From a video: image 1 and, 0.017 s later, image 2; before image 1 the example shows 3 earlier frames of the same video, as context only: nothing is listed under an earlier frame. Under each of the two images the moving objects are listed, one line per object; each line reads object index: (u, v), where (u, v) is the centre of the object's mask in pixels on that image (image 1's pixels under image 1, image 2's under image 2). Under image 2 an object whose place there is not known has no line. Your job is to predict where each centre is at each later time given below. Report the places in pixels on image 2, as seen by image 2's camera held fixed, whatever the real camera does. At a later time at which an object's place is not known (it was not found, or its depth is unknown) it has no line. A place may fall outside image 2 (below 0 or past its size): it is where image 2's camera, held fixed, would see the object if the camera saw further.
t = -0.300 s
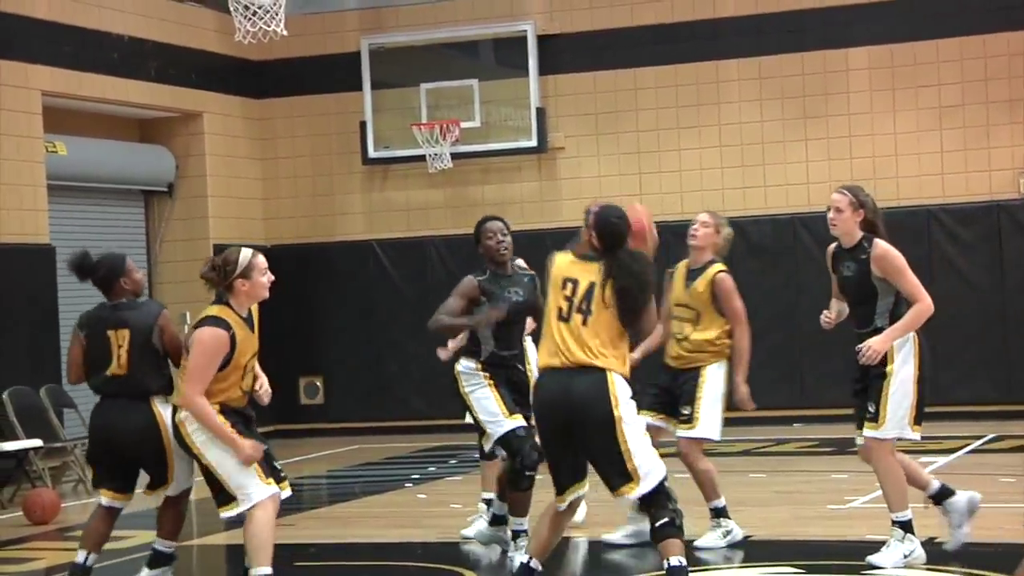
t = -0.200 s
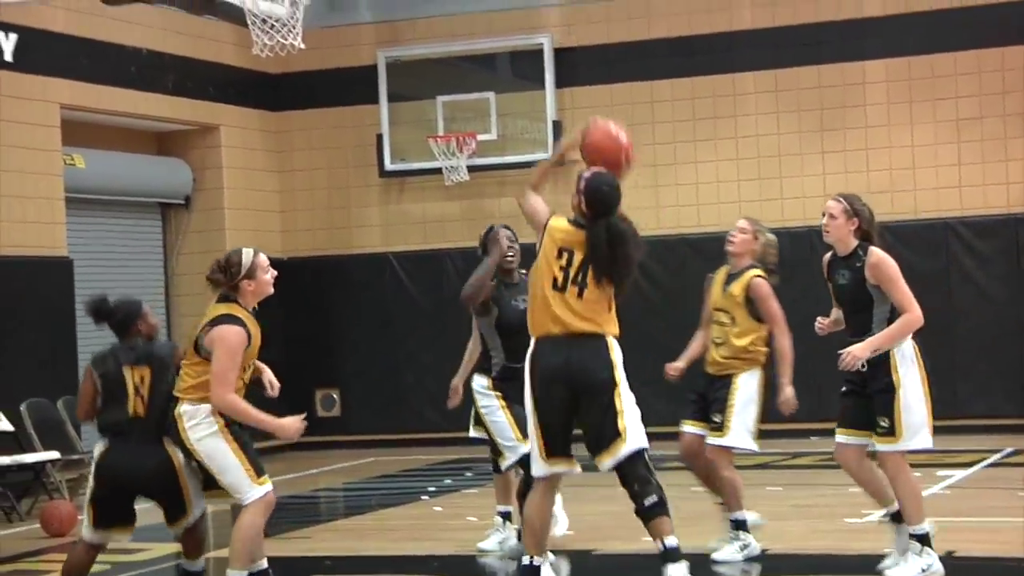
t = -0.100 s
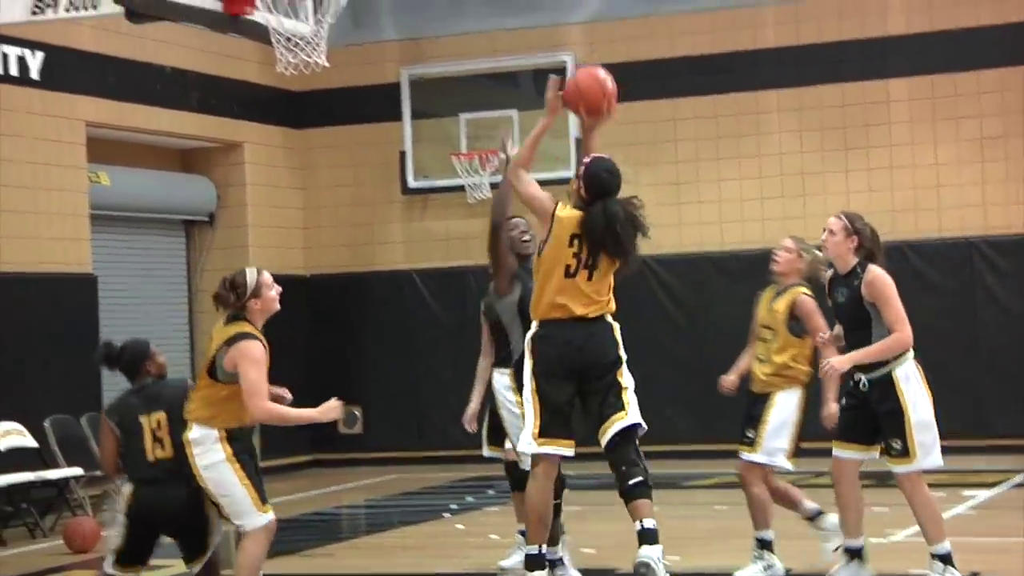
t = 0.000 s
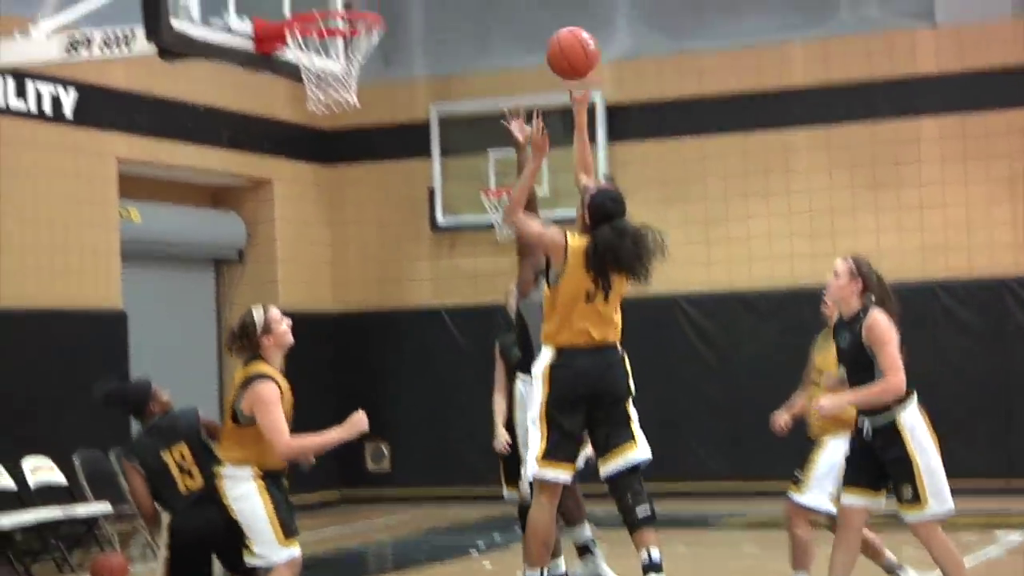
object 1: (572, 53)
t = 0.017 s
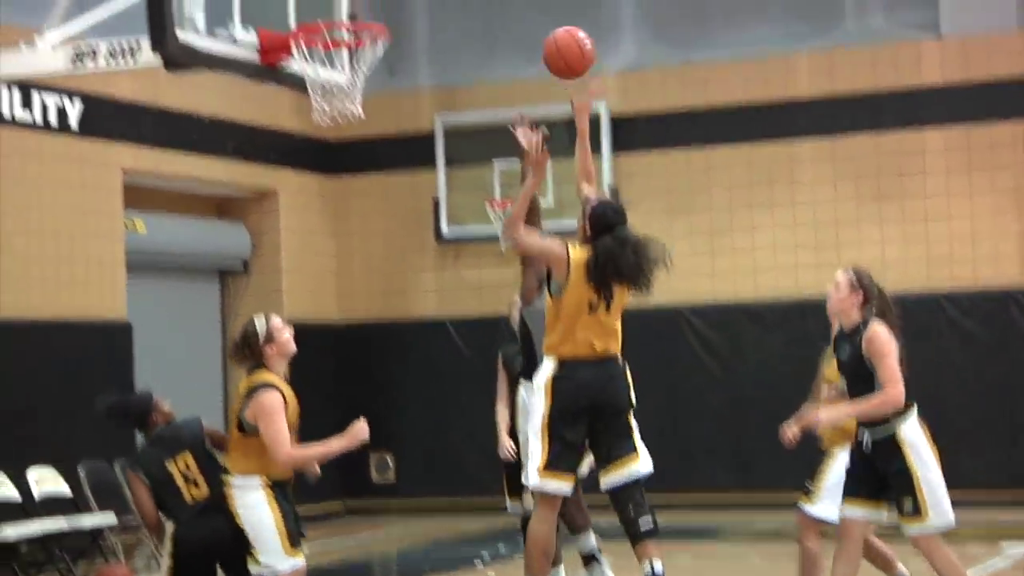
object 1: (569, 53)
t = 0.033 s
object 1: (559, 42)
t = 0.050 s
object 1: (551, 30)
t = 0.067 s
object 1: (543, 20)
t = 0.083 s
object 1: (535, 10)
